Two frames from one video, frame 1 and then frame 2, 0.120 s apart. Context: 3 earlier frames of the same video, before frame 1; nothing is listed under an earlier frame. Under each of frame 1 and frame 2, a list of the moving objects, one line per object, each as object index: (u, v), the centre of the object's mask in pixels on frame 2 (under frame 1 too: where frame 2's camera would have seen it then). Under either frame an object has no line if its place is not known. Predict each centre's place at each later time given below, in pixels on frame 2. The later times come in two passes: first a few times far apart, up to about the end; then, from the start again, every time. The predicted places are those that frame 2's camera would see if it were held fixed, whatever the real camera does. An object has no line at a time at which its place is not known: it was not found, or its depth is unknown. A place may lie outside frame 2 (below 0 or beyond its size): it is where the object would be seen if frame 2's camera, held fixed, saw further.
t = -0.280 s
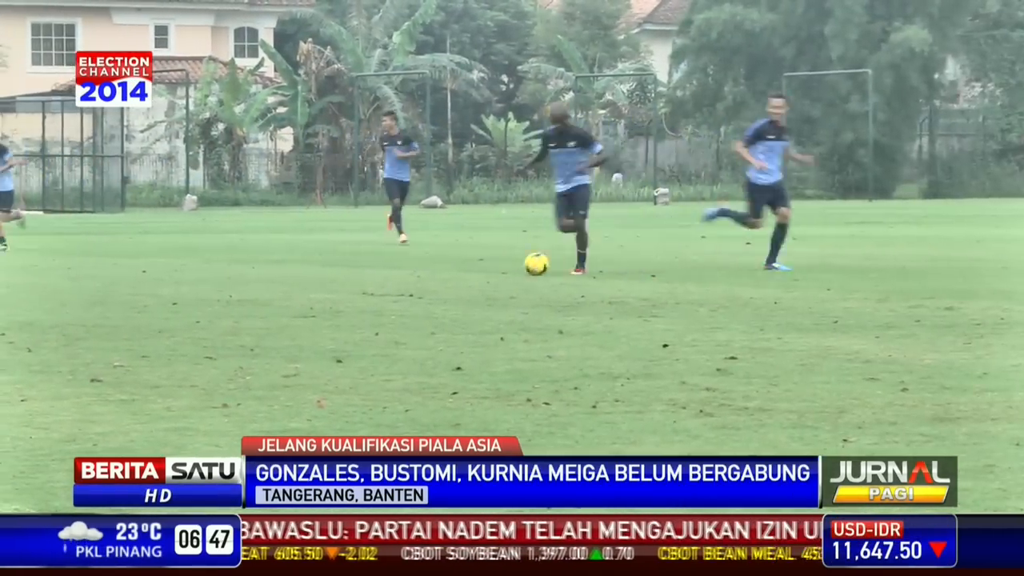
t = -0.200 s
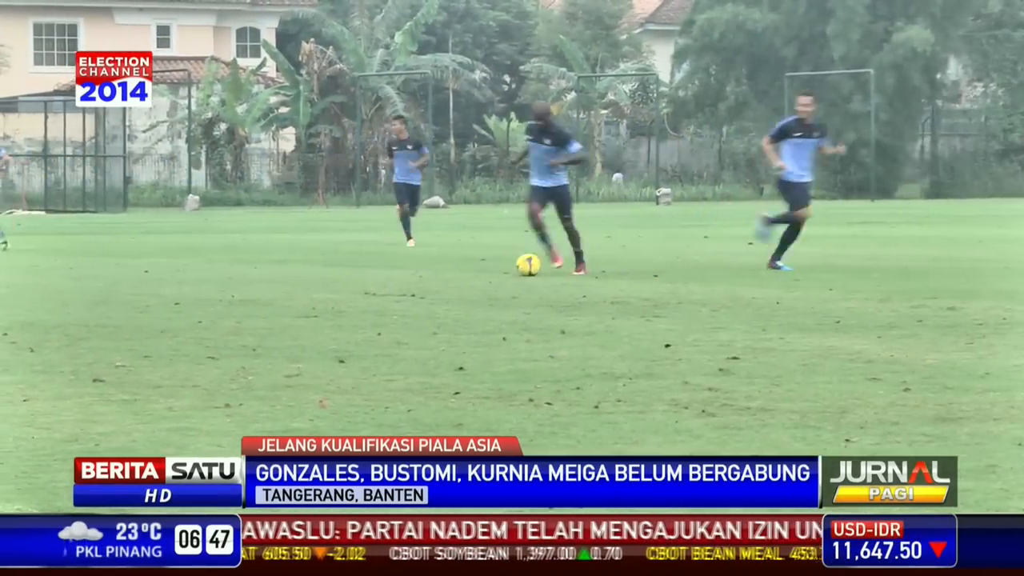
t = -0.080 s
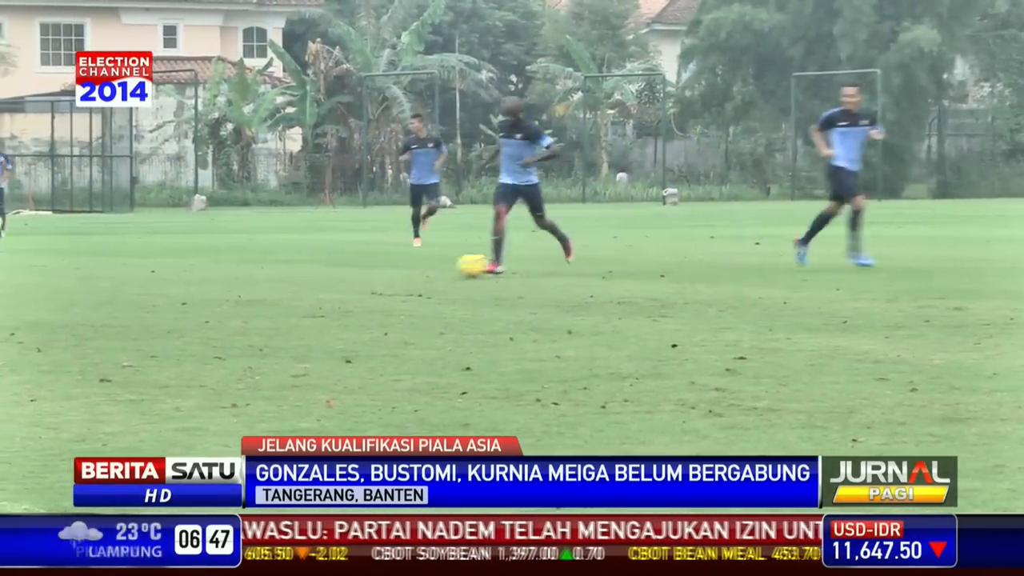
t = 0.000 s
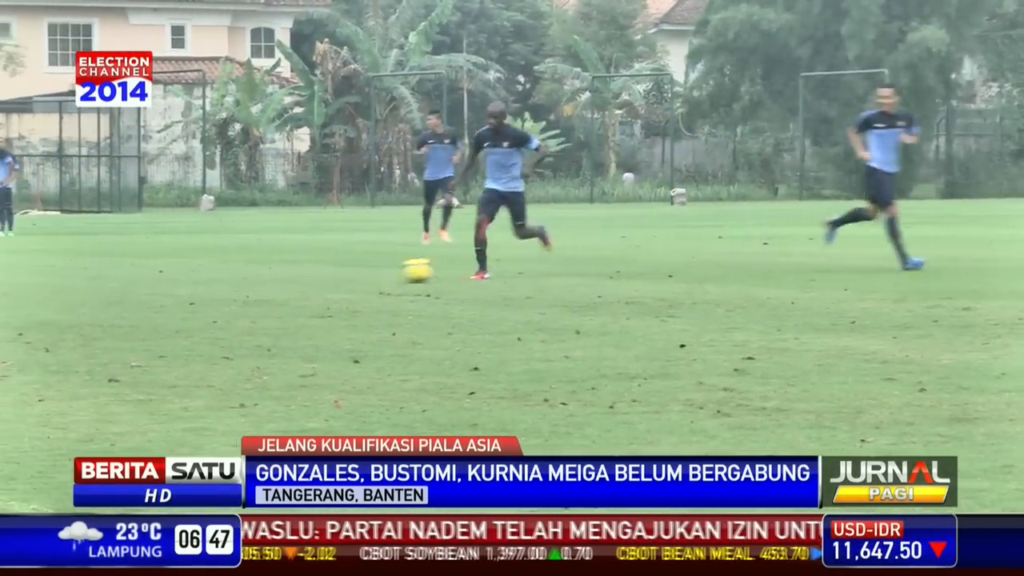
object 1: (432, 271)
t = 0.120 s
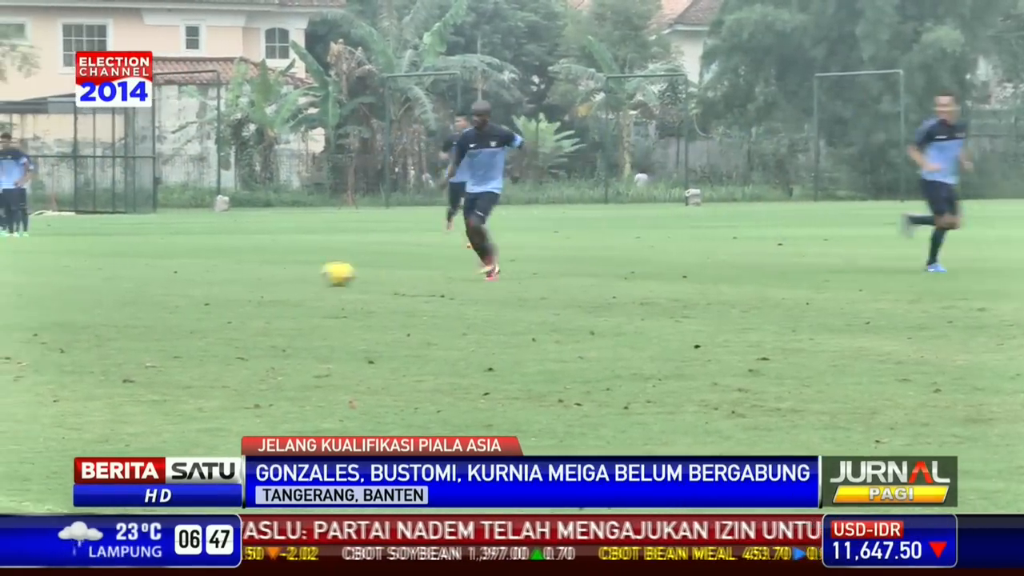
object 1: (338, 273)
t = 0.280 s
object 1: (216, 277)
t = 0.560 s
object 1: (9, 282)
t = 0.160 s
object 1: (307, 275)
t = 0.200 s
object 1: (277, 276)
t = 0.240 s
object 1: (247, 275)
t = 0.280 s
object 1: (216, 277)
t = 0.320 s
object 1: (186, 277)
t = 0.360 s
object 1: (157, 276)
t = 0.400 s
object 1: (127, 277)
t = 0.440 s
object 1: (97, 280)
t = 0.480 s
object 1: (67, 284)
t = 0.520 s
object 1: (37, 283)
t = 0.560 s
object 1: (9, 282)
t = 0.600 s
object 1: (-20, 283)
